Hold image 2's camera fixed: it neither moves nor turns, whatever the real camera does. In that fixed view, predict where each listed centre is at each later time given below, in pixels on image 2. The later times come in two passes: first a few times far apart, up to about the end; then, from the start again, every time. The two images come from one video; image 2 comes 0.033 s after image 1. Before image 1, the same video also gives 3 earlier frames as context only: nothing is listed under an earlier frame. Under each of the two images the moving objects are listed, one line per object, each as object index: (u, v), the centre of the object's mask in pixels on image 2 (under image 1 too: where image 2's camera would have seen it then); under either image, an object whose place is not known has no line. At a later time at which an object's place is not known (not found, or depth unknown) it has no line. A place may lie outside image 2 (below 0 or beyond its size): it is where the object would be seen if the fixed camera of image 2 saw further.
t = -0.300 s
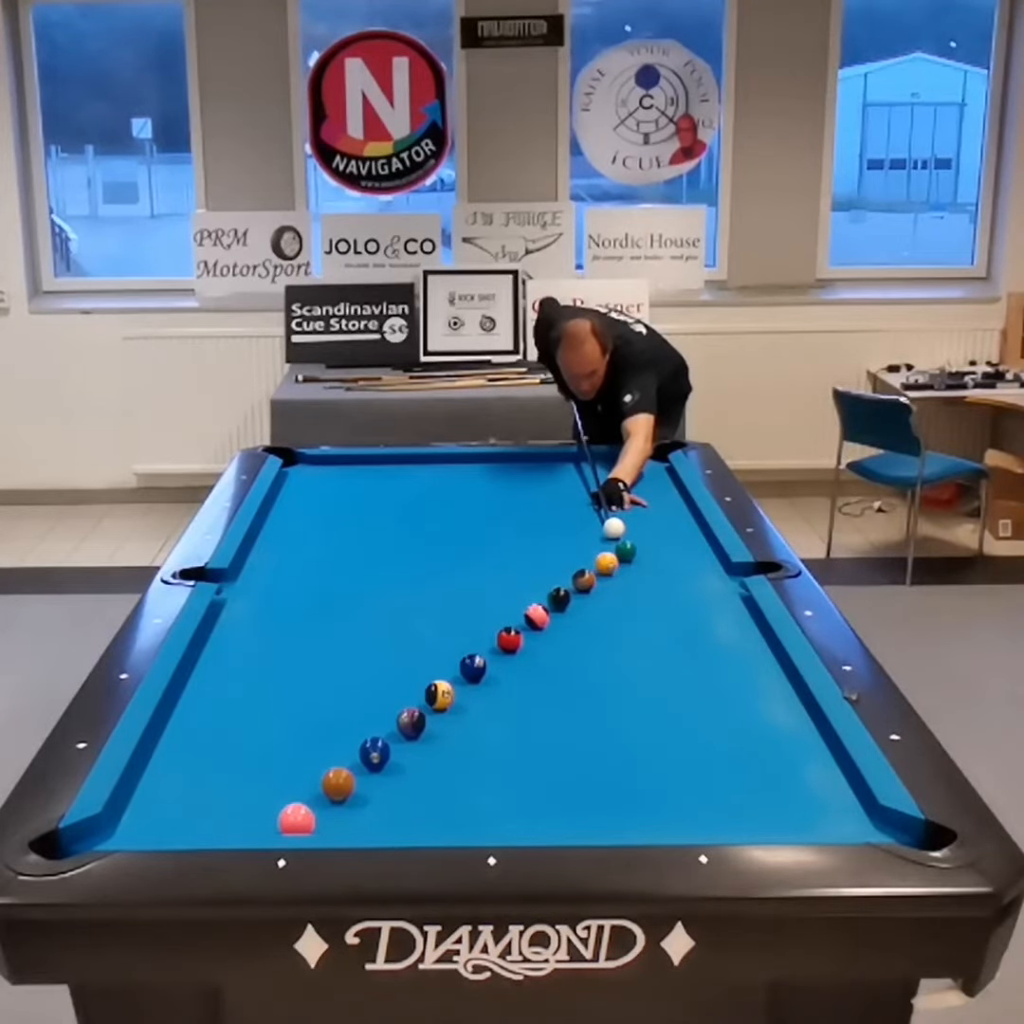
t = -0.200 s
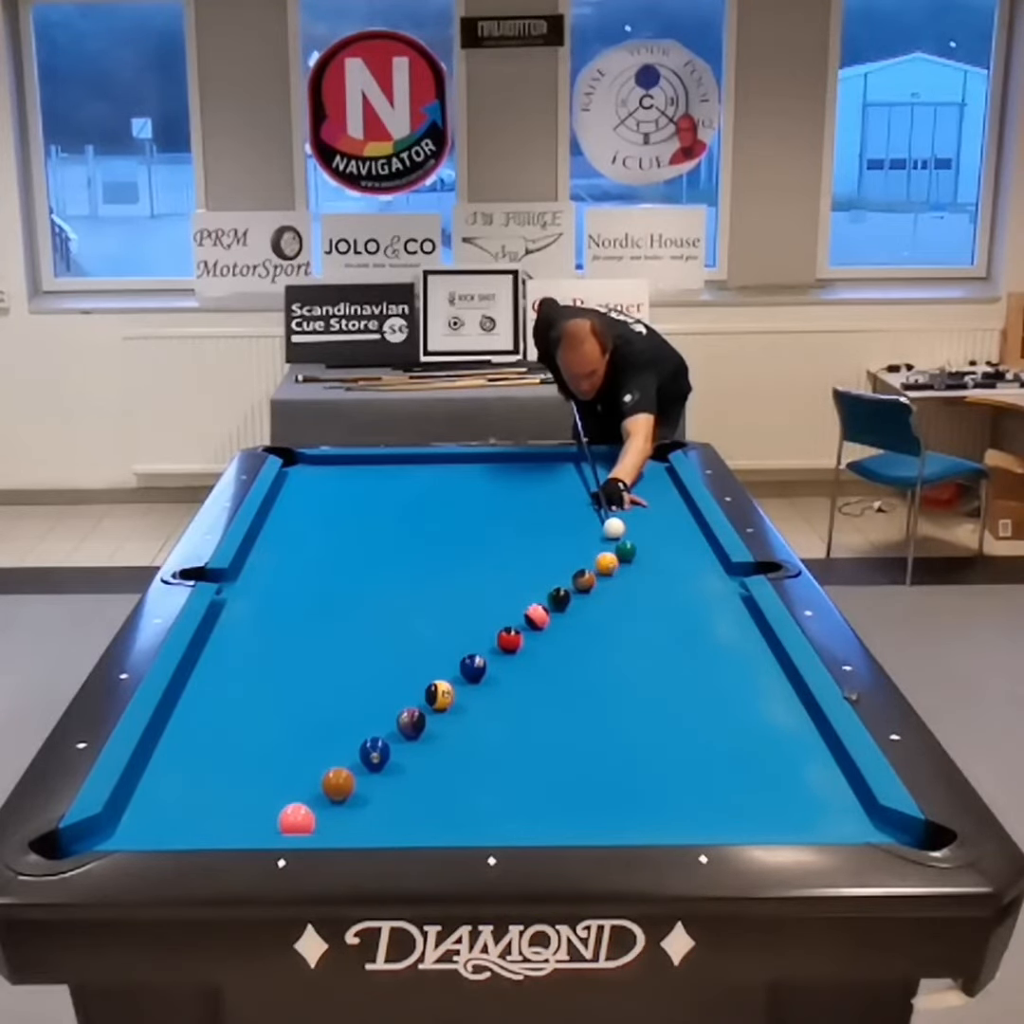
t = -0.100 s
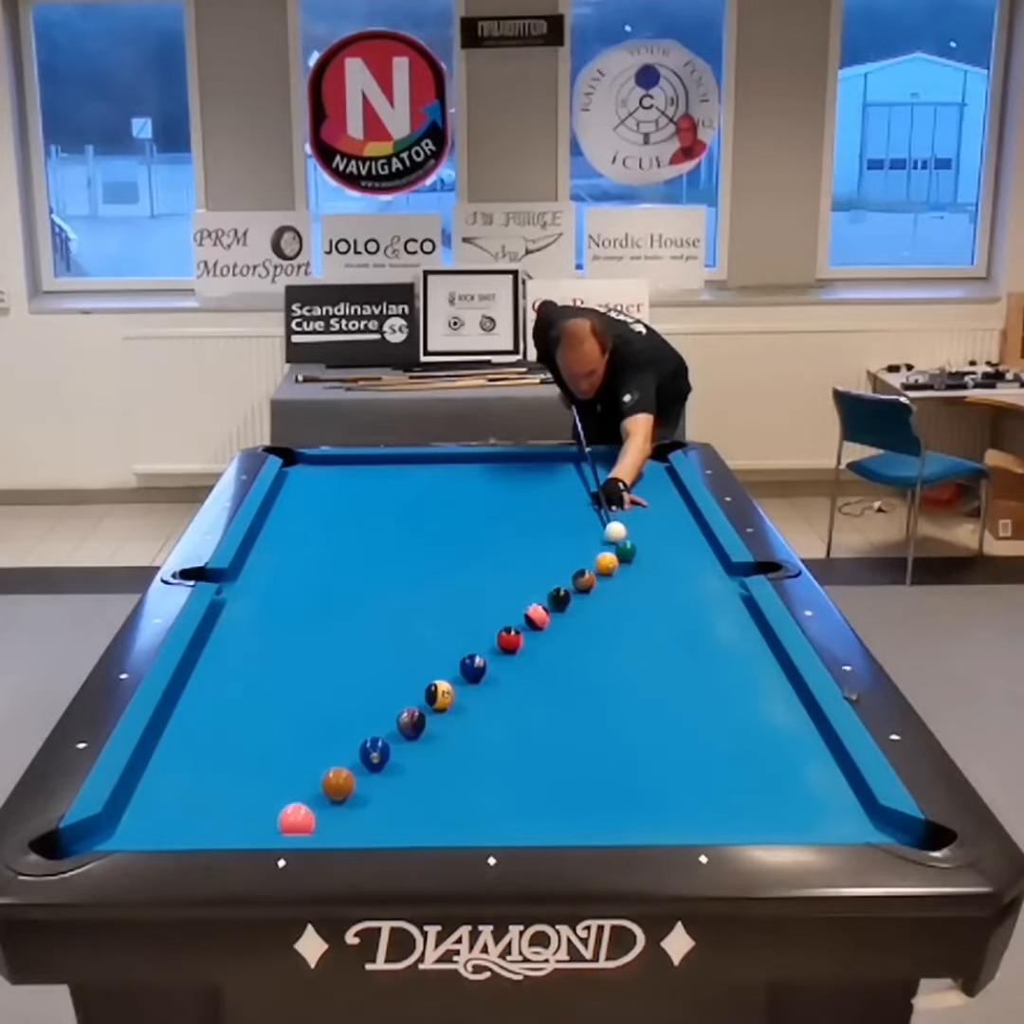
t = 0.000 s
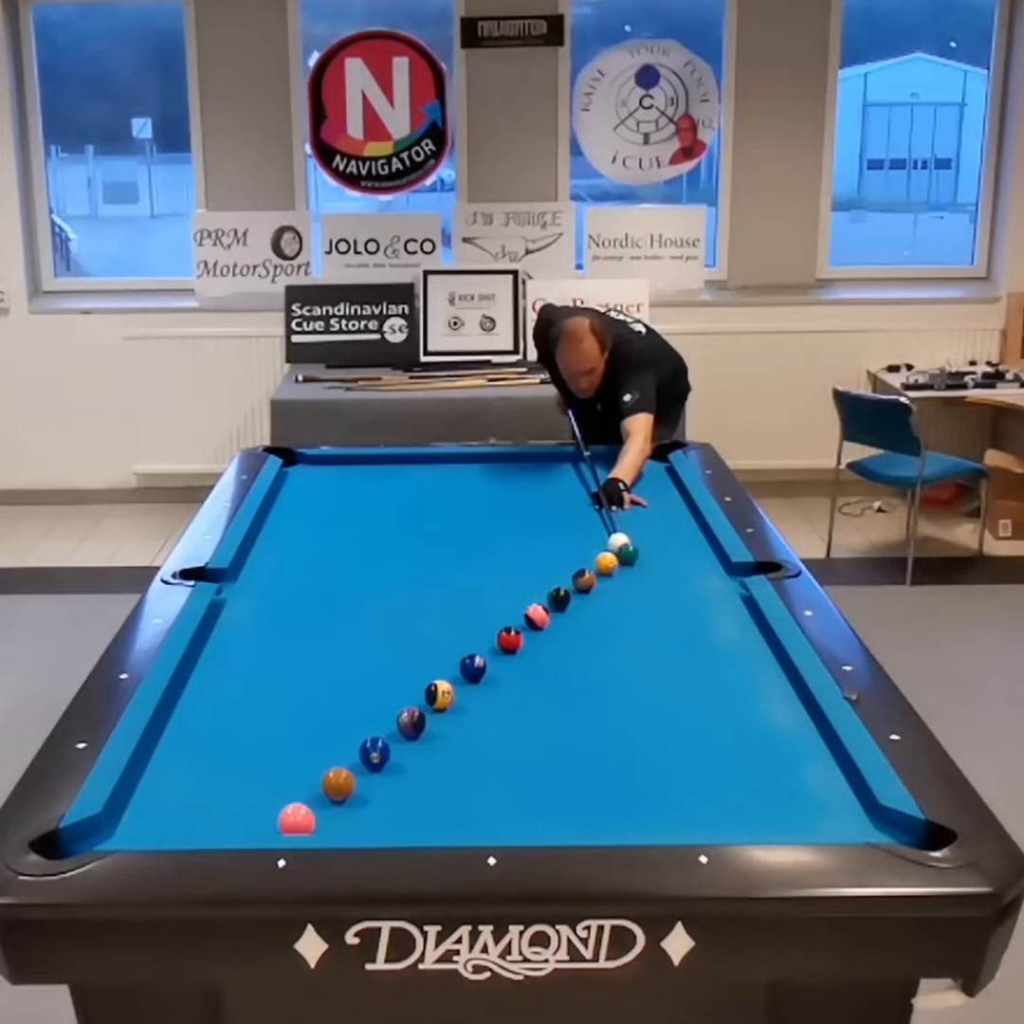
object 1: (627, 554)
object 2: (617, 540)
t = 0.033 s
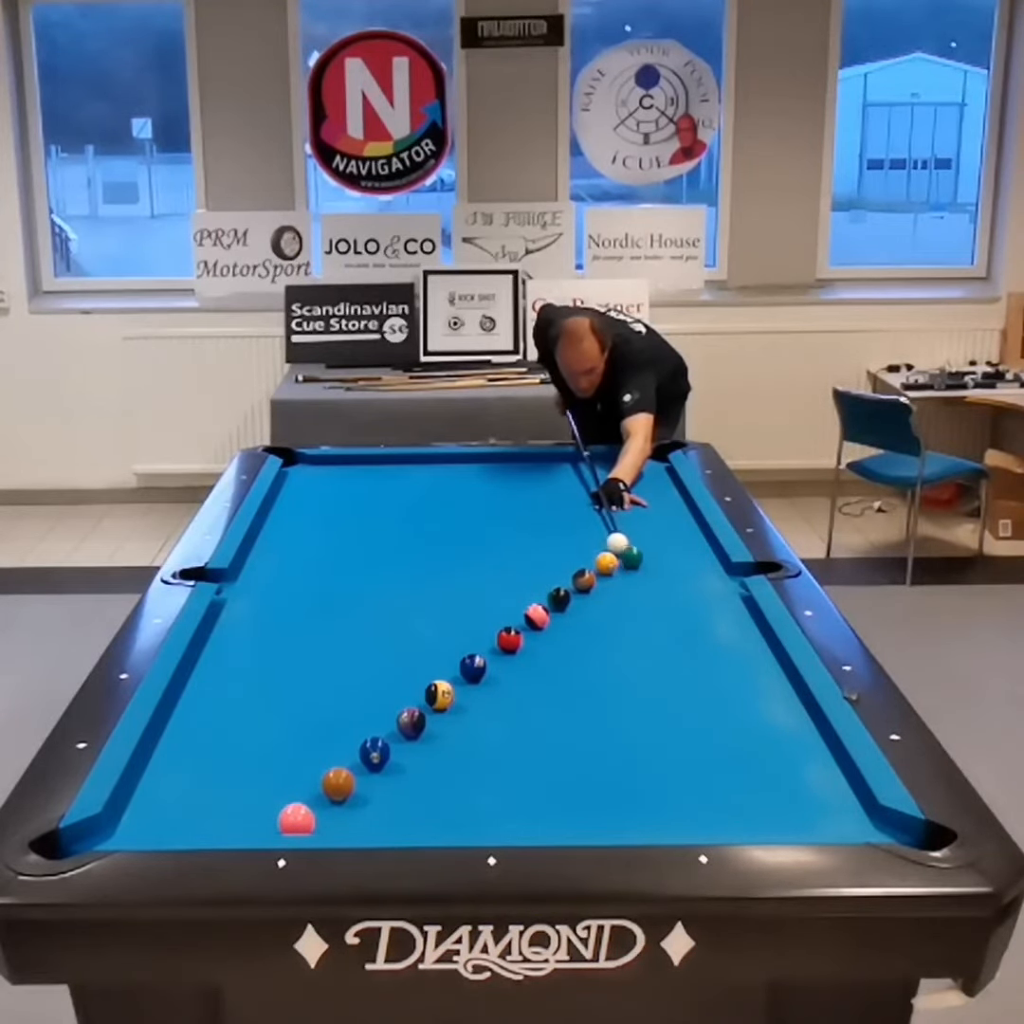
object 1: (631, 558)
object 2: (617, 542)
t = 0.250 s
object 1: (654, 582)
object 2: (608, 541)
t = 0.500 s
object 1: (682, 610)
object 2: (598, 541)
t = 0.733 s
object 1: (710, 640)
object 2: (592, 540)
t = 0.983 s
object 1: (743, 675)
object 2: (587, 539)
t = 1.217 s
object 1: (778, 710)
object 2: (585, 539)
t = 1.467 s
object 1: (819, 751)
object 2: (585, 538)
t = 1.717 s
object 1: (848, 794)
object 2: (584, 539)
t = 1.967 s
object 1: (865, 823)
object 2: (585, 539)
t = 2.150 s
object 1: (891, 824)
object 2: (585, 539)
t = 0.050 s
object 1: (633, 560)
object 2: (617, 543)
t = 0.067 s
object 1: (635, 562)
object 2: (616, 542)
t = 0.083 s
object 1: (637, 564)
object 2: (615, 542)
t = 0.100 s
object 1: (639, 566)
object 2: (615, 542)
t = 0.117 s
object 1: (640, 568)
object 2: (614, 542)
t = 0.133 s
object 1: (642, 570)
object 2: (613, 542)
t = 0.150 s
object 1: (644, 571)
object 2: (612, 542)
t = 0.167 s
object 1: (645, 573)
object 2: (611, 541)
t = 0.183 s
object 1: (647, 574)
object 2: (611, 541)
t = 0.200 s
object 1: (649, 577)
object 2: (610, 541)
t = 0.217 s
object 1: (650, 578)
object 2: (609, 541)
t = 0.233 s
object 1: (652, 580)
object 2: (608, 541)
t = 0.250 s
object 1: (654, 582)
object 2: (608, 541)
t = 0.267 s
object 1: (656, 584)
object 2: (607, 541)
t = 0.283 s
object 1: (657, 585)
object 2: (607, 541)
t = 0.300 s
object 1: (659, 587)
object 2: (605, 541)
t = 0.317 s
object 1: (661, 589)
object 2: (605, 540)
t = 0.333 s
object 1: (663, 591)
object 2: (605, 541)
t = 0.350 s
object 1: (665, 593)
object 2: (604, 541)
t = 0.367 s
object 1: (667, 595)
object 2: (603, 541)
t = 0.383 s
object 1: (668, 596)
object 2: (603, 541)
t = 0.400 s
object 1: (670, 599)
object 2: (602, 541)
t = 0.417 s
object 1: (672, 601)
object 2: (601, 541)
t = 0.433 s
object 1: (674, 603)
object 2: (601, 541)
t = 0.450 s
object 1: (676, 604)
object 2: (600, 541)
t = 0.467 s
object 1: (678, 607)
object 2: (600, 541)
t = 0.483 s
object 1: (680, 609)
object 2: (599, 541)
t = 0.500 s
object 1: (682, 610)
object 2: (598, 541)
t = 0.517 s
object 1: (683, 613)
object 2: (598, 541)
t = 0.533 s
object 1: (686, 615)
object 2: (598, 541)
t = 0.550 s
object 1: (687, 617)
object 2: (597, 541)
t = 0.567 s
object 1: (689, 619)
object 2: (597, 541)
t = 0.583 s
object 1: (691, 621)
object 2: (596, 541)
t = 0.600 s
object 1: (693, 623)
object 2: (596, 540)
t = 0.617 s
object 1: (695, 624)
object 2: (595, 540)
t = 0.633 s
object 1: (697, 627)
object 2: (595, 540)
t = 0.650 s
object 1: (699, 629)
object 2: (594, 540)
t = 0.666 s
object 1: (702, 631)
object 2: (594, 540)
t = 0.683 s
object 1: (704, 634)
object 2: (593, 540)
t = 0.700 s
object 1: (706, 636)
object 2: (593, 540)
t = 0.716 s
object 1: (708, 638)
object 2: (592, 540)
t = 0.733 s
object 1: (710, 640)
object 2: (592, 540)
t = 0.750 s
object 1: (712, 642)
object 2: (592, 540)
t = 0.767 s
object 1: (714, 645)
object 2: (591, 540)
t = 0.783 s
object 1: (717, 647)
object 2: (591, 540)
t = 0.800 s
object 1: (719, 649)
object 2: (591, 540)
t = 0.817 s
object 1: (721, 651)
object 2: (590, 540)
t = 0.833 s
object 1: (723, 654)
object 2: (590, 540)
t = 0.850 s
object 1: (725, 655)
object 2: (589, 540)
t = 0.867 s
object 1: (727, 658)
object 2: (589, 540)
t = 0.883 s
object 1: (730, 660)
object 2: (589, 539)
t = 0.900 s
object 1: (732, 663)
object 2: (589, 539)
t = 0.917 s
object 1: (734, 665)
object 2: (588, 539)
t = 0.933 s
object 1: (736, 668)
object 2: (588, 539)
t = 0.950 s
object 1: (739, 670)
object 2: (588, 539)
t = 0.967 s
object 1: (741, 672)
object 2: (588, 539)
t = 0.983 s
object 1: (743, 675)
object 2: (587, 539)
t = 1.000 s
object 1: (745, 677)
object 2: (587, 539)
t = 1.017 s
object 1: (748, 679)
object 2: (587, 539)
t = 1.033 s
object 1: (750, 682)
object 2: (587, 539)
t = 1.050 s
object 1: (753, 684)
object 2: (587, 539)
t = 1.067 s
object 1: (755, 687)
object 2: (586, 539)
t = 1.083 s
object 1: (758, 689)
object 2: (586, 539)
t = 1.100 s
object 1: (760, 692)
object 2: (586, 539)
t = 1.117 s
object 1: (762, 694)
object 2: (586, 539)
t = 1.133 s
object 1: (765, 697)
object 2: (586, 539)
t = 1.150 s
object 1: (768, 699)
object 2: (586, 539)
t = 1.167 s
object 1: (770, 702)
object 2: (586, 539)
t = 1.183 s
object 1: (772, 704)
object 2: (585, 539)
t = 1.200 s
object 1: (775, 707)
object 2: (585, 539)
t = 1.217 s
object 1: (778, 710)
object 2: (585, 539)
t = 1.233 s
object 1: (780, 713)
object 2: (585, 539)
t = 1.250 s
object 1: (783, 716)
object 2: (585, 539)
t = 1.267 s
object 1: (785, 718)
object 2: (585, 539)
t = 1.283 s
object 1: (788, 721)
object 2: (585, 539)
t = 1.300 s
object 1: (790, 724)
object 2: (585, 539)
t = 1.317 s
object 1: (793, 726)
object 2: (585, 538)
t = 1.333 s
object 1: (796, 729)
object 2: (585, 539)
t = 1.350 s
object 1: (799, 731)
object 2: (584, 539)
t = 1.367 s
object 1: (801, 735)
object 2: (585, 538)
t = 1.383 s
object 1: (804, 738)
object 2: (584, 539)
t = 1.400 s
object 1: (807, 740)
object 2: (585, 538)
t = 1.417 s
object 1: (810, 743)
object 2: (585, 538)
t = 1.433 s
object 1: (812, 745)
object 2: (585, 538)
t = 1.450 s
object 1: (815, 748)
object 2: (584, 539)
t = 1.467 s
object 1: (819, 751)
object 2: (585, 538)
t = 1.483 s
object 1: (821, 754)
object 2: (584, 539)
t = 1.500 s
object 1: (824, 757)
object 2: (584, 539)
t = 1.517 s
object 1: (827, 760)
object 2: (585, 538)
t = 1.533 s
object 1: (830, 763)
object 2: (585, 538)
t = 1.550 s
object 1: (834, 766)
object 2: (584, 539)
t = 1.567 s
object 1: (836, 769)
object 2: (584, 539)
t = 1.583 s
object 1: (839, 772)
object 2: (584, 539)
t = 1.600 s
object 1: (841, 775)
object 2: (584, 539)
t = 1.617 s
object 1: (843, 779)
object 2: (584, 539)
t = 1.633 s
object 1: (844, 781)
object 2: (585, 539)
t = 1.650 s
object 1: (845, 784)
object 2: (584, 539)
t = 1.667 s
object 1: (846, 786)
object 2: (584, 539)
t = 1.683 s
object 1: (847, 789)
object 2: (584, 539)
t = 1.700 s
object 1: (848, 792)
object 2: (584, 539)
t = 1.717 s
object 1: (848, 794)
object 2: (584, 539)
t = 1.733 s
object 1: (849, 798)
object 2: (585, 539)
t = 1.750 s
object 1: (850, 799)
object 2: (584, 539)
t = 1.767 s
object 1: (851, 803)
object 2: (584, 539)
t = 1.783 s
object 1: (851, 805)
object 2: (584, 539)
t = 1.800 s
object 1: (852, 808)
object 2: (584, 539)
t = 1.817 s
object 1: (853, 810)
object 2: (584, 539)
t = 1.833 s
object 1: (854, 812)
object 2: (584, 539)
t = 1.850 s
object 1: (855, 814)
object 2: (584, 539)
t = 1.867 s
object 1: (856, 816)
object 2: (584, 539)
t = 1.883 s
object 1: (857, 818)
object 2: (584, 539)
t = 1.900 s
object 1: (858, 820)
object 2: (584, 539)
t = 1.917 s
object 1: (859, 822)
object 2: (585, 539)
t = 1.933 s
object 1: (860, 823)
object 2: (584, 539)
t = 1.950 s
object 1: (862, 823)
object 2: (585, 539)
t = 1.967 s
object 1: (865, 823)
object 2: (585, 539)
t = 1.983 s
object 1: (868, 823)
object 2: (585, 539)
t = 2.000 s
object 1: (870, 822)
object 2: (585, 539)
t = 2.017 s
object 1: (873, 823)
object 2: (585, 539)
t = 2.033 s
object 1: (875, 823)
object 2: (585, 539)
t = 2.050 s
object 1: (878, 823)
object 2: (585, 538)
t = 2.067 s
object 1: (880, 823)
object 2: (585, 538)
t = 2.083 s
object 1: (882, 823)
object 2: (585, 538)
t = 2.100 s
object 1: (885, 823)
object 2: (585, 538)
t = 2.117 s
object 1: (886, 823)
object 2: (585, 538)
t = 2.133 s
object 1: (889, 824)
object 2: (585, 538)
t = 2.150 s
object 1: (891, 824)
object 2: (585, 539)
